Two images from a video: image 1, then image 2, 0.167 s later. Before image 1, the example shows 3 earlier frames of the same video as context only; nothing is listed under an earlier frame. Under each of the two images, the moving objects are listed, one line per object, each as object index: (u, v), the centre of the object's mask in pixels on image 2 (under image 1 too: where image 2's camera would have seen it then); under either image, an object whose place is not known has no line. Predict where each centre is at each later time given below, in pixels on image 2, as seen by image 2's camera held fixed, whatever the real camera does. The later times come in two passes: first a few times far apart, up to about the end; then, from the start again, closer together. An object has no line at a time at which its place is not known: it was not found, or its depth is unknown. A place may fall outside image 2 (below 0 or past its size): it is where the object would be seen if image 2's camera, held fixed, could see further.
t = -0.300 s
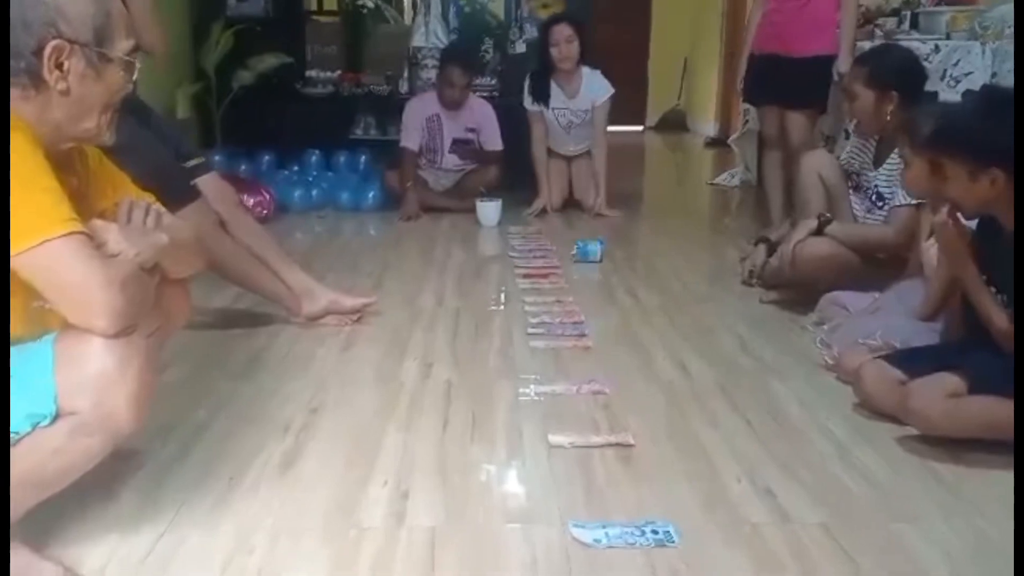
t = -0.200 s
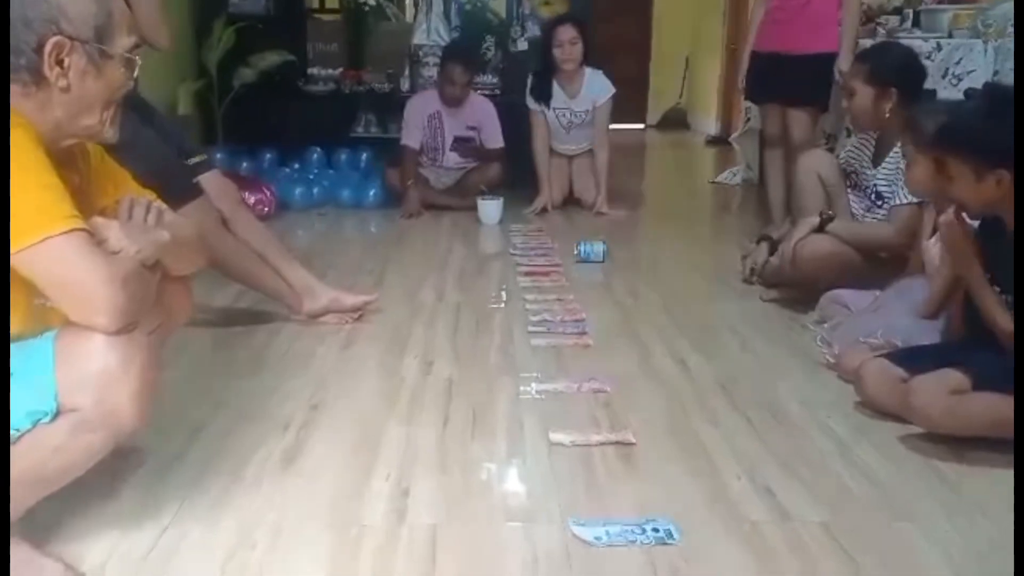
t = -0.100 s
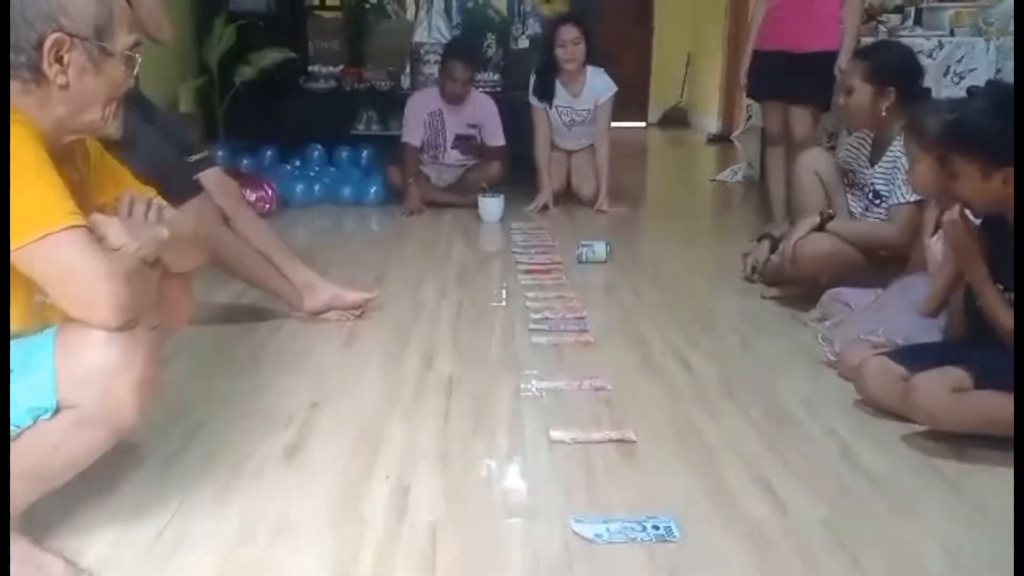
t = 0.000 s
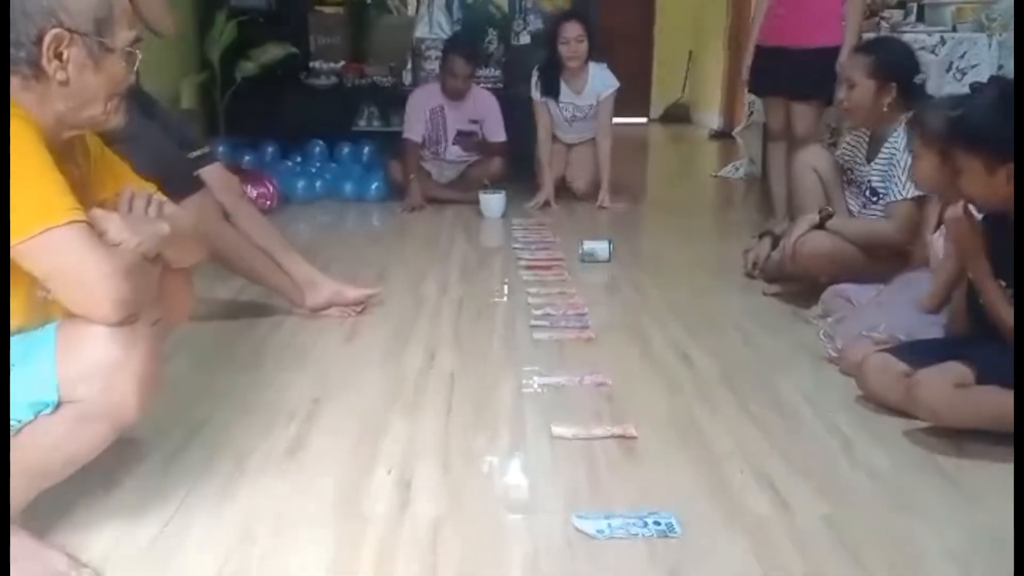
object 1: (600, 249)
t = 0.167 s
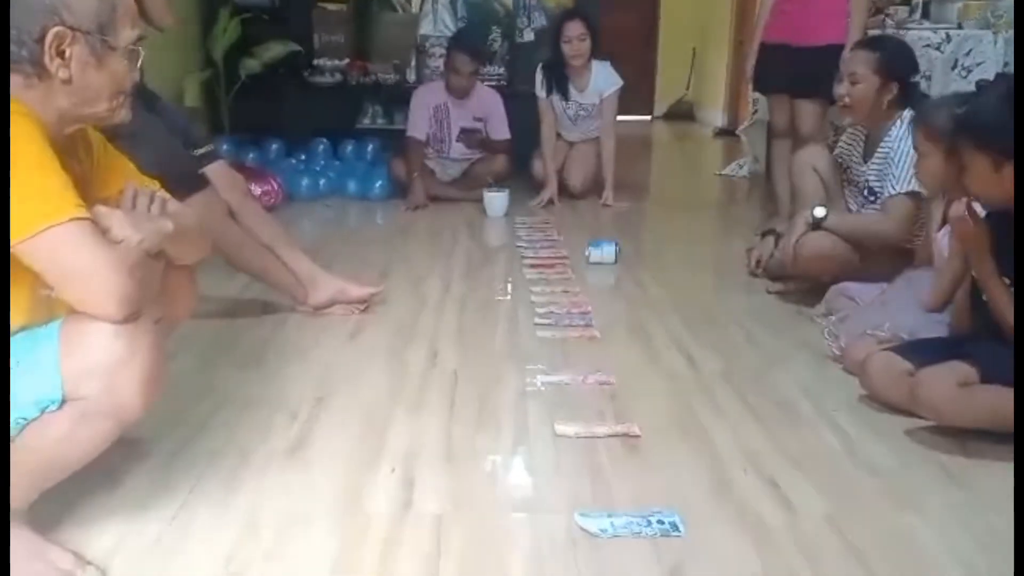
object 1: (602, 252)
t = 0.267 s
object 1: (603, 254)
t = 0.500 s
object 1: (607, 260)
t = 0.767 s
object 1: (611, 266)
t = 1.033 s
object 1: (614, 273)
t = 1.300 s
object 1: (618, 280)
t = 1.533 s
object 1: (621, 285)
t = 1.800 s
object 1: (625, 291)
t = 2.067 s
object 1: (628, 298)
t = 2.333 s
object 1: (632, 305)
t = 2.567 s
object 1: (636, 312)
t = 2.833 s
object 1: (640, 317)
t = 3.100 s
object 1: (643, 325)
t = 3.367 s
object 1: (647, 332)
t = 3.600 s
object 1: (651, 338)
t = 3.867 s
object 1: (656, 344)
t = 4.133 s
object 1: (659, 350)
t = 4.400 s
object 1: (663, 357)
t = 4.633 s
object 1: (665, 362)
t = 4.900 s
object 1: (669, 368)
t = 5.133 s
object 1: (671, 374)
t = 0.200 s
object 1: (602, 252)
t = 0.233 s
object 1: (602, 253)
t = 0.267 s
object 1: (603, 254)
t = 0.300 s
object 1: (604, 255)
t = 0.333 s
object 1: (604, 256)
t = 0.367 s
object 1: (604, 256)
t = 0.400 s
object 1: (606, 257)
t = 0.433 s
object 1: (606, 259)
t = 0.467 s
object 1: (606, 259)
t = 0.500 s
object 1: (607, 260)
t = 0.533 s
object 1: (607, 261)
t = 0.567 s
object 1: (608, 261)
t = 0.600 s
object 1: (608, 262)
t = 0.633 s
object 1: (608, 263)
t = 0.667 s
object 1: (608, 263)
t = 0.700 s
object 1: (609, 263)
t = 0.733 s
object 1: (610, 265)
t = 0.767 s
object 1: (611, 266)
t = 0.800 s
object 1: (611, 269)
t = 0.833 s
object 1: (612, 268)
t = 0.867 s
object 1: (612, 269)
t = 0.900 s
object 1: (612, 270)
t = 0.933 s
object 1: (613, 271)
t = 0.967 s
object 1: (613, 271)
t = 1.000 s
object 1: (614, 271)
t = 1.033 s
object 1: (614, 273)
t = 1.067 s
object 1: (615, 274)
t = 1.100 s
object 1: (615, 275)
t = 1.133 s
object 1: (615, 276)
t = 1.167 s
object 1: (616, 277)
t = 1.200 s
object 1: (617, 278)
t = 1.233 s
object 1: (617, 279)
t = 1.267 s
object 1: (618, 279)
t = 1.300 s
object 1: (618, 280)
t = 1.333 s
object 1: (618, 281)
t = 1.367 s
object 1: (619, 282)
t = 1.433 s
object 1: (619, 283)
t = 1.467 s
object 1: (620, 284)
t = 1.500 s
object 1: (620, 284)
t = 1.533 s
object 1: (621, 285)
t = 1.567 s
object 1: (621, 286)
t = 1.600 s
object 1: (622, 287)
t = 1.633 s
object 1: (623, 288)
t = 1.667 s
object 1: (623, 289)
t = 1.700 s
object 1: (623, 289)
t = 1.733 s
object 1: (624, 289)
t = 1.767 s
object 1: (624, 290)
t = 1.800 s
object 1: (625, 291)
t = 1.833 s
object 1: (625, 292)
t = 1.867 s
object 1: (625, 292)
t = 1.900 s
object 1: (626, 294)
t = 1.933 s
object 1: (626, 295)
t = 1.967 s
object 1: (627, 296)
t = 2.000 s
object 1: (627, 297)
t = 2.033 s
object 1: (628, 297)
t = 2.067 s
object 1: (628, 298)
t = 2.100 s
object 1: (629, 299)
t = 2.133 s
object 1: (629, 300)
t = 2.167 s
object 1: (630, 301)
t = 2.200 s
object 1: (631, 302)
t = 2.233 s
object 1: (631, 302)
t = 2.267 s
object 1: (631, 303)
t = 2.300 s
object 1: (632, 305)
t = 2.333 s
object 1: (632, 305)
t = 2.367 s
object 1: (633, 306)
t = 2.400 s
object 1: (633, 306)
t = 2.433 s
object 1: (634, 308)
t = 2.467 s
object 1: (635, 309)
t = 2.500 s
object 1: (636, 309)
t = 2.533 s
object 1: (636, 311)
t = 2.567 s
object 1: (636, 312)
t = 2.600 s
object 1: (637, 313)
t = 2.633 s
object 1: (637, 313)
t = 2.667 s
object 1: (638, 314)
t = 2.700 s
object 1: (638, 315)
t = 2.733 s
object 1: (638, 315)
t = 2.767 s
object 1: (639, 316)
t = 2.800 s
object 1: (640, 317)
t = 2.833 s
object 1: (640, 317)
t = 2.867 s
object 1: (640, 317)
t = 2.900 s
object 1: (641, 320)
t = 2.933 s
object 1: (642, 321)
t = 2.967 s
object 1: (642, 322)
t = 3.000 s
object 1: (642, 323)
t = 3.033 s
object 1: (642, 324)
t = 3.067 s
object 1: (643, 325)
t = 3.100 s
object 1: (643, 325)
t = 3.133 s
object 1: (644, 326)
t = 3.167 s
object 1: (644, 327)
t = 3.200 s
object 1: (645, 328)
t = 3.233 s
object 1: (646, 329)
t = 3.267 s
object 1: (647, 330)
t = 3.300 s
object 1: (647, 330)
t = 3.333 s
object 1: (647, 331)
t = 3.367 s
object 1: (647, 332)
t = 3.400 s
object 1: (648, 333)
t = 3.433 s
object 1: (649, 333)
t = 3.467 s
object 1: (650, 334)
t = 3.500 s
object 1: (650, 335)
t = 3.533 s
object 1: (651, 336)
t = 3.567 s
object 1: (651, 337)
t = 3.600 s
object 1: (651, 338)
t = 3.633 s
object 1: (652, 339)
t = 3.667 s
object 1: (653, 339)
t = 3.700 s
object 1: (653, 341)
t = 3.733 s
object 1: (654, 342)
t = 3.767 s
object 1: (654, 342)
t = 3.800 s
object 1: (655, 342)
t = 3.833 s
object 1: (655, 343)
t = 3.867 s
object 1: (656, 344)
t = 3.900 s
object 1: (656, 345)
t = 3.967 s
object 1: (656, 346)
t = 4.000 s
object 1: (657, 346)
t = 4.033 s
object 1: (658, 347)
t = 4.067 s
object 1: (658, 348)
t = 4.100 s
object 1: (659, 349)
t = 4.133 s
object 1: (659, 350)
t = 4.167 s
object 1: (660, 350)
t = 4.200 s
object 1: (660, 352)
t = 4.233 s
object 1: (661, 353)
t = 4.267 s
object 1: (661, 354)
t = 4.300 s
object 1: (661, 355)
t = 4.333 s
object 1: (661, 356)
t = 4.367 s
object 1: (662, 356)
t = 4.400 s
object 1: (663, 357)
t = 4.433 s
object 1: (663, 358)
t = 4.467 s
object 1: (663, 358)
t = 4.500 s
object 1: (664, 359)
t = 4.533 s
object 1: (663, 360)
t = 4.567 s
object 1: (664, 360)
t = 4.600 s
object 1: (665, 361)
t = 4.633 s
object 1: (665, 362)
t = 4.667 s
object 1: (666, 363)
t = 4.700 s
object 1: (666, 363)
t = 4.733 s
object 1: (667, 364)
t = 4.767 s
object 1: (667, 365)
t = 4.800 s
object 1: (668, 366)
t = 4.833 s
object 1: (668, 367)
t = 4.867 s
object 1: (668, 367)
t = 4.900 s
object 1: (669, 368)
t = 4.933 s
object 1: (669, 369)
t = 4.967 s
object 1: (669, 370)
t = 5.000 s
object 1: (670, 370)
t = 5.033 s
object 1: (670, 371)
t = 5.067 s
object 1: (671, 372)
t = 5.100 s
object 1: (671, 373)
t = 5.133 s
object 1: (671, 374)
